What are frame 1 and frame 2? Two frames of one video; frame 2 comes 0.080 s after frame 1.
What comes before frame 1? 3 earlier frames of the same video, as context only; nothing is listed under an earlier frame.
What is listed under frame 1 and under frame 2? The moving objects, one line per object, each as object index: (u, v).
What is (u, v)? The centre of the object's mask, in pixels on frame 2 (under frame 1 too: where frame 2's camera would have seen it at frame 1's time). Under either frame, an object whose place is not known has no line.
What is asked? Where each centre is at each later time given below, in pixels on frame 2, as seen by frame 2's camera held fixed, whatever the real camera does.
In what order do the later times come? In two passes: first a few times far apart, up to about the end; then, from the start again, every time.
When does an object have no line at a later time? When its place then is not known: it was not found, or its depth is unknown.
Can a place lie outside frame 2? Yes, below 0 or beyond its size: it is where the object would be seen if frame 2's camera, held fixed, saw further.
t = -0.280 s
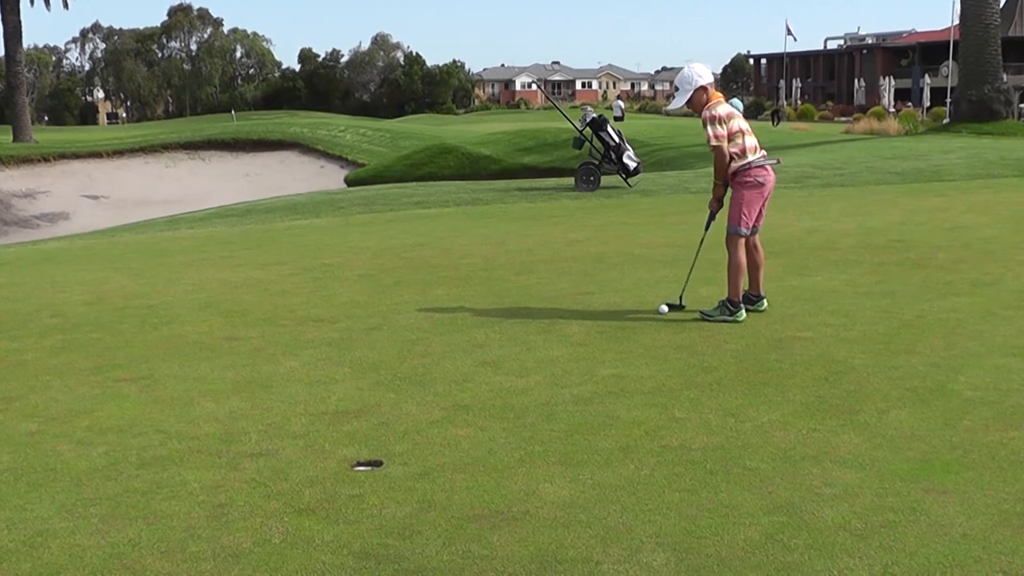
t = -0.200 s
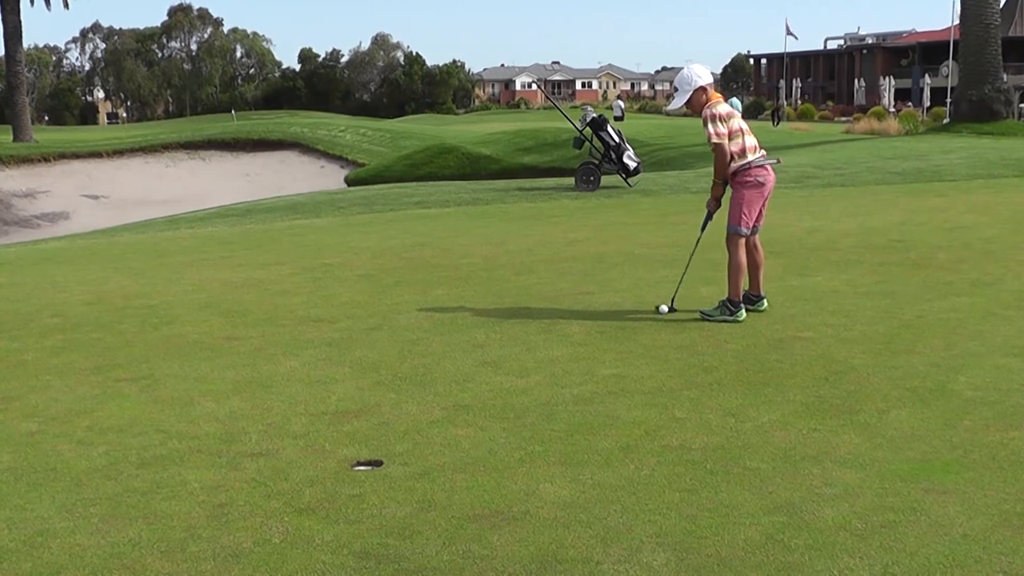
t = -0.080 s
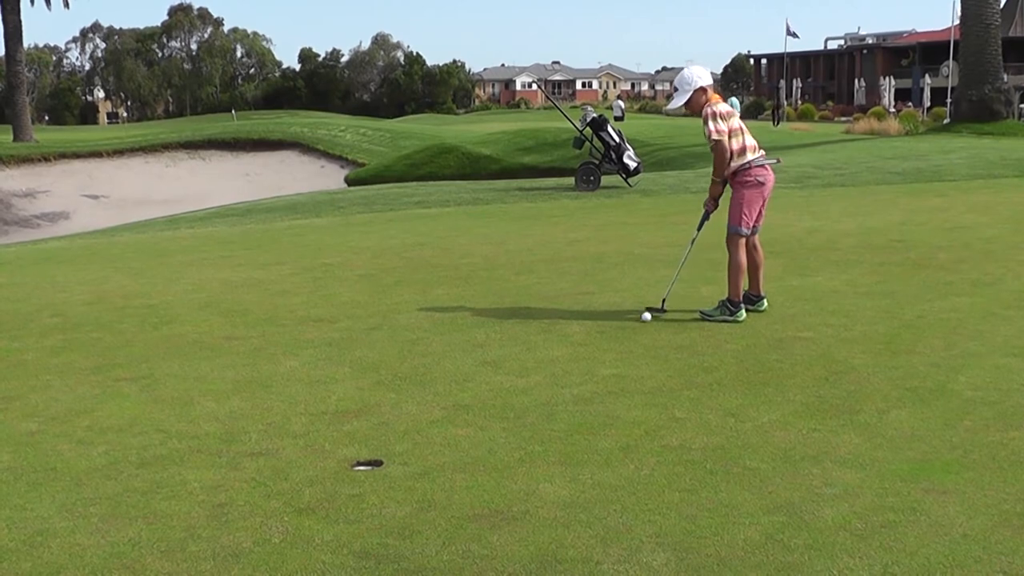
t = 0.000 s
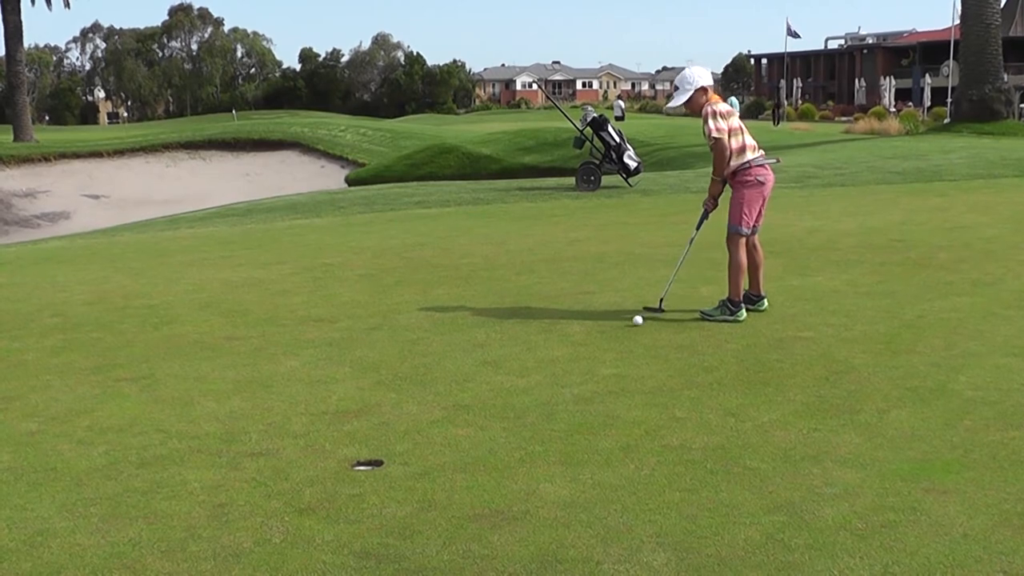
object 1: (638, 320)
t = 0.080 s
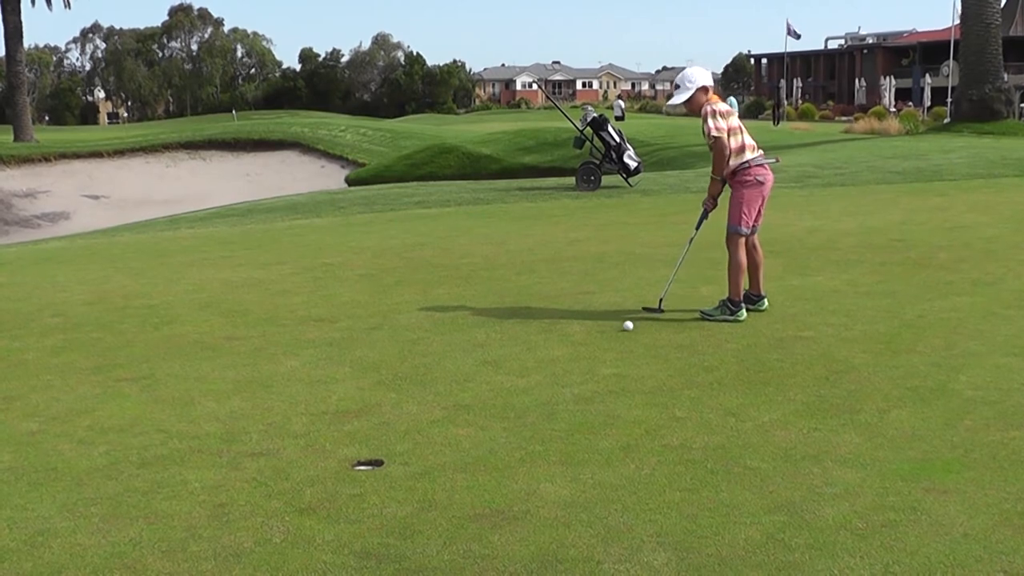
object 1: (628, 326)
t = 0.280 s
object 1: (603, 337)
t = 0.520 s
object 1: (575, 352)
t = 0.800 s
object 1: (541, 370)
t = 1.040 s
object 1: (510, 386)
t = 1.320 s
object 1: (473, 406)
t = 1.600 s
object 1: (435, 425)
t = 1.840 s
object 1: (401, 441)
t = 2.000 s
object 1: (378, 452)
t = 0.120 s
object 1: (623, 327)
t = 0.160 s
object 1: (619, 330)
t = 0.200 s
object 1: (614, 332)
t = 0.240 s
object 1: (609, 335)
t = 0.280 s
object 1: (603, 337)
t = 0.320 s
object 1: (599, 340)
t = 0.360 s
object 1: (595, 342)
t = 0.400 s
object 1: (590, 344)
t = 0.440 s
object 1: (585, 347)
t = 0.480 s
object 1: (580, 349)
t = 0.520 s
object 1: (575, 352)
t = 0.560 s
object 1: (571, 354)
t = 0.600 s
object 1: (566, 357)
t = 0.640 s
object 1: (561, 359)
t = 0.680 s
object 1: (556, 362)
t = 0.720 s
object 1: (551, 365)
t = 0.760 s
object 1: (545, 367)
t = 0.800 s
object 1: (541, 370)
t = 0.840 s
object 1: (535, 373)
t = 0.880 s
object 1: (530, 375)
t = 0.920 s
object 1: (525, 378)
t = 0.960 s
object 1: (520, 381)
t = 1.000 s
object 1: (515, 384)
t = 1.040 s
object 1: (510, 386)
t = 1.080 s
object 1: (505, 389)
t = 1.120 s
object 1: (500, 392)
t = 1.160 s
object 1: (495, 394)
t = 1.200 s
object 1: (490, 397)
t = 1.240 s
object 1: (484, 400)
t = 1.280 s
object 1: (479, 403)
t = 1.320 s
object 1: (473, 406)
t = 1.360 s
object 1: (468, 409)
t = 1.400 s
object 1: (463, 411)
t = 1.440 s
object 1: (457, 414)
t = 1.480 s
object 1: (452, 417)
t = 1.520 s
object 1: (446, 420)
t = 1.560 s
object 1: (440, 422)
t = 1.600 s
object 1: (435, 425)
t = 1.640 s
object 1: (430, 428)
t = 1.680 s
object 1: (424, 431)
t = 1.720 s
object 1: (418, 434)
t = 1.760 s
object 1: (412, 436)
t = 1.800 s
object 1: (407, 439)
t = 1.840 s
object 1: (401, 441)
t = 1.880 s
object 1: (395, 444)
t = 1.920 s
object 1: (389, 446)
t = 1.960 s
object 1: (384, 449)
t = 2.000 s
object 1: (378, 452)
